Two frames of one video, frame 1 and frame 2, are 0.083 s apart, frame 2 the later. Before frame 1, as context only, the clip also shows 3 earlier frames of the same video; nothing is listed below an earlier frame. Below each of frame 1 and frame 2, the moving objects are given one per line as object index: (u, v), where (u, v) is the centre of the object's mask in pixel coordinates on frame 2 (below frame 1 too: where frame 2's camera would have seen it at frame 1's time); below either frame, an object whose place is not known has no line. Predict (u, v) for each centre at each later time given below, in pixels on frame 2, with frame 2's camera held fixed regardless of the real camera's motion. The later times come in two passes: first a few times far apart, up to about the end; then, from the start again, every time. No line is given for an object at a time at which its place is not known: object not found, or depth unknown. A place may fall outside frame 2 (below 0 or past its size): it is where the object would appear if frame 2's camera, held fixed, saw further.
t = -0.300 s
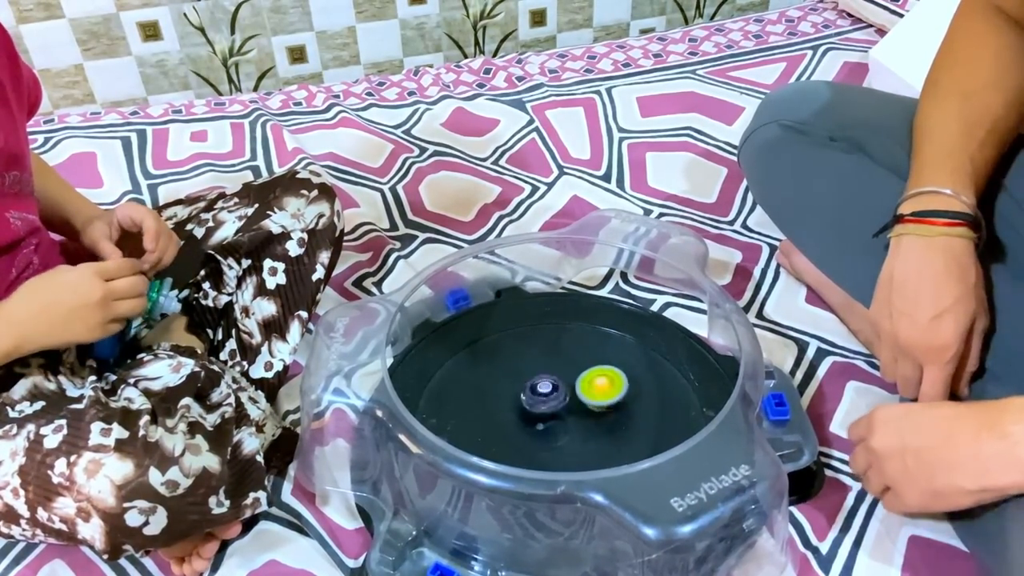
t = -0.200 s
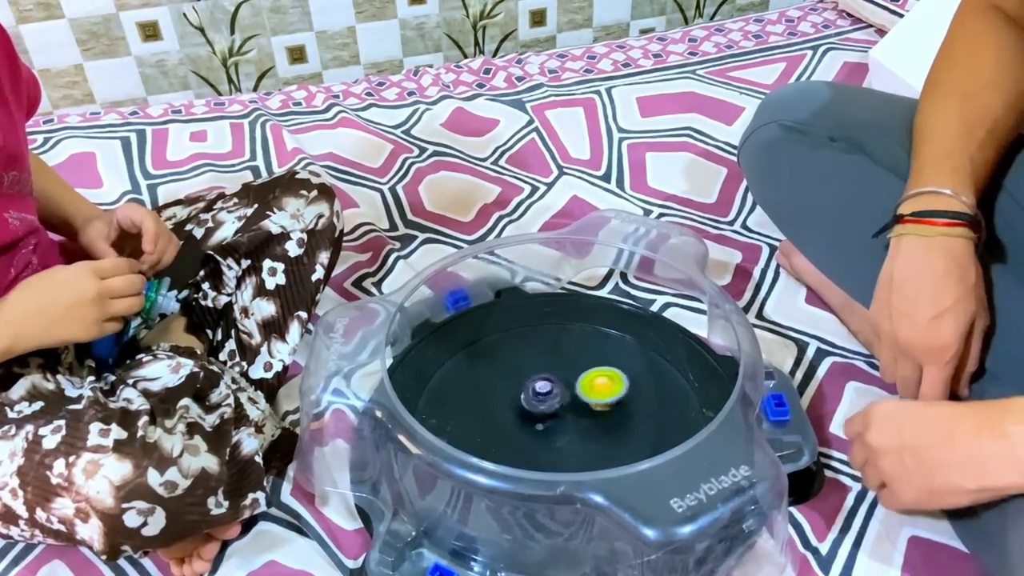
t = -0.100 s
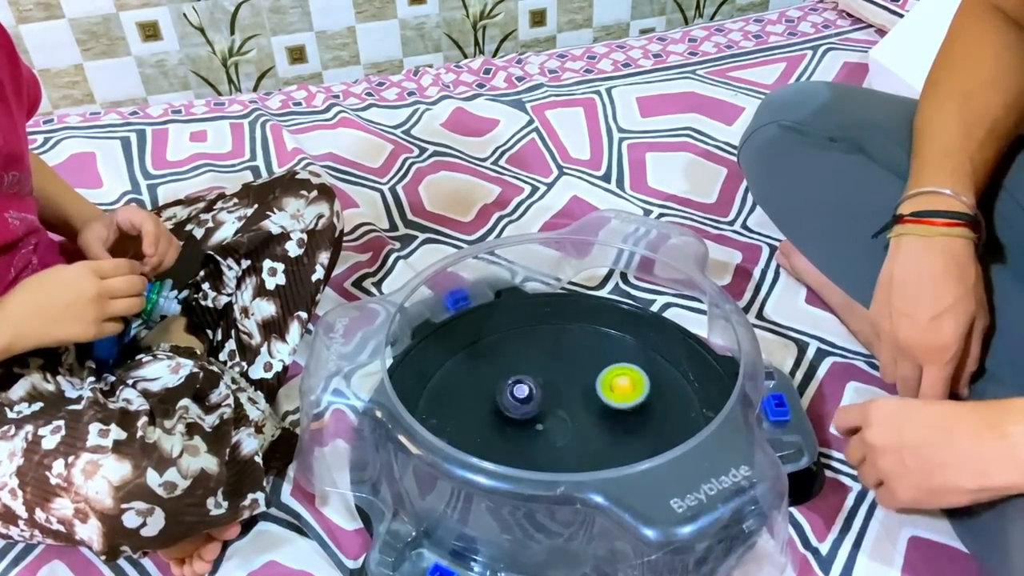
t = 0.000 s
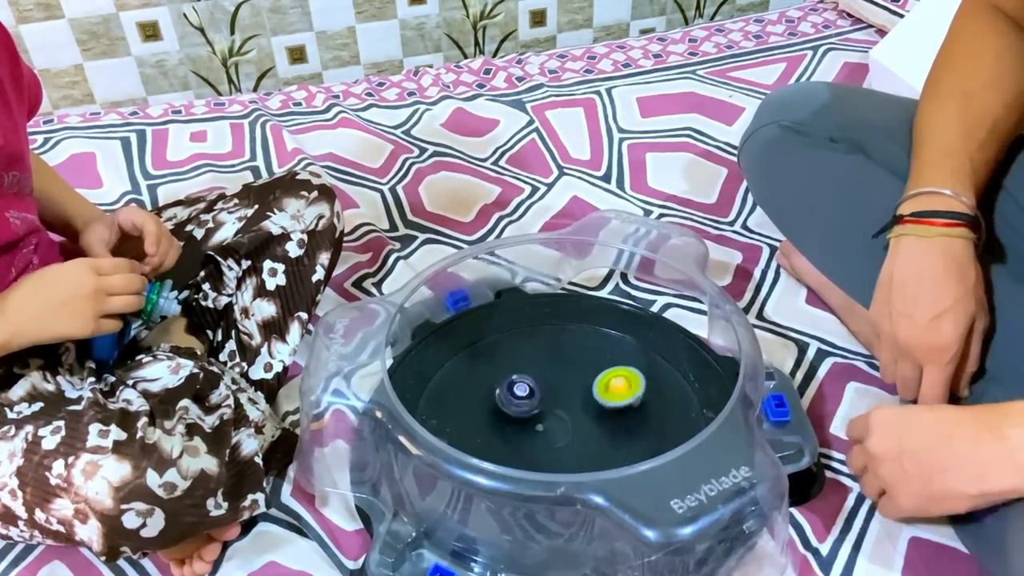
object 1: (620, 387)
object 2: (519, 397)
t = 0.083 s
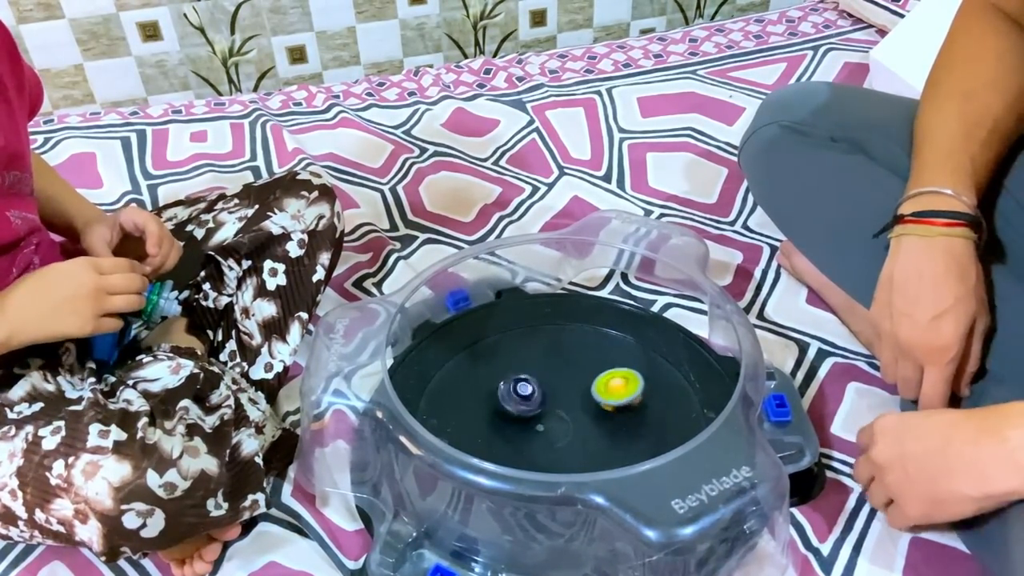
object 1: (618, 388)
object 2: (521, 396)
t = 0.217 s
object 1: (613, 389)
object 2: (524, 395)
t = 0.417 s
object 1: (604, 386)
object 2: (535, 397)
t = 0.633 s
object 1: (607, 382)
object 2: (542, 393)
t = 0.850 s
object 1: (638, 392)
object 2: (506, 386)
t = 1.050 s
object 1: (624, 391)
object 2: (508, 384)
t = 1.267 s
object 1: (600, 397)
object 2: (519, 384)
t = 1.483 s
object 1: (591, 402)
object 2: (539, 383)
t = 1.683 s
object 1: (576, 413)
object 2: (548, 378)
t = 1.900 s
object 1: (569, 413)
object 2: (552, 375)
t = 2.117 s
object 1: (579, 421)
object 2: (552, 376)
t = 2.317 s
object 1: (577, 423)
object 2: (561, 385)
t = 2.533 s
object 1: (580, 424)
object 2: (565, 388)
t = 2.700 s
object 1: (581, 424)
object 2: (570, 389)
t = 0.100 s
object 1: (617, 389)
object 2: (521, 396)
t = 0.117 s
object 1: (616, 388)
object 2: (522, 395)
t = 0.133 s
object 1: (617, 388)
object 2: (522, 395)
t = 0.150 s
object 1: (616, 388)
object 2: (522, 395)
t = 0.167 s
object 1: (615, 389)
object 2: (522, 395)
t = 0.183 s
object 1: (613, 388)
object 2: (522, 395)
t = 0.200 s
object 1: (614, 388)
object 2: (522, 396)
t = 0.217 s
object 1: (613, 389)
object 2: (524, 395)
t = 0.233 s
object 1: (612, 389)
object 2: (524, 396)
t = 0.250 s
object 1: (611, 388)
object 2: (525, 395)
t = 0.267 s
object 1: (611, 389)
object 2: (525, 396)
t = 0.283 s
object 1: (610, 388)
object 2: (526, 396)
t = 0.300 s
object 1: (609, 388)
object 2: (527, 396)
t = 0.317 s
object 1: (608, 388)
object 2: (528, 396)
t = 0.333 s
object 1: (607, 388)
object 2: (528, 396)
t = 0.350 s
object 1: (607, 388)
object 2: (530, 396)
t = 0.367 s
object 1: (606, 387)
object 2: (531, 397)
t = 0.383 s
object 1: (605, 387)
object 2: (532, 397)
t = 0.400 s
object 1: (605, 387)
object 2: (533, 397)
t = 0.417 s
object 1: (604, 386)
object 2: (535, 397)
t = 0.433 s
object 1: (603, 386)
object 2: (537, 397)
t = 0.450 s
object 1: (603, 385)
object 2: (538, 397)
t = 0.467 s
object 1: (602, 385)
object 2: (539, 397)
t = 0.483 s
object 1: (601, 385)
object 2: (541, 397)
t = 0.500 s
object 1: (600, 384)
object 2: (542, 396)
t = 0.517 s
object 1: (600, 384)
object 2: (544, 396)
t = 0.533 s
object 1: (599, 384)
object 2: (544, 397)
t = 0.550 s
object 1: (599, 383)
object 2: (546, 396)
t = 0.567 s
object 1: (598, 382)
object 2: (548, 396)
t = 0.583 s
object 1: (597, 383)
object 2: (549, 395)
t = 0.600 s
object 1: (597, 382)
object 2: (550, 395)
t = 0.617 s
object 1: (599, 382)
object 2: (549, 394)
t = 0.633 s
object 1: (607, 382)
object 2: (542, 393)
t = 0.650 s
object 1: (613, 381)
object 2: (536, 391)
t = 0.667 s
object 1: (619, 382)
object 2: (529, 392)
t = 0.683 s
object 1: (626, 384)
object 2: (523, 389)
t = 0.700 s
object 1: (631, 384)
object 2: (519, 388)
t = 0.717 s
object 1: (635, 385)
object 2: (515, 388)
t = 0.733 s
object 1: (639, 386)
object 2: (513, 387)
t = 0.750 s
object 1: (642, 388)
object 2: (511, 388)
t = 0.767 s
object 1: (643, 389)
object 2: (509, 388)
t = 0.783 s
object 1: (643, 390)
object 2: (508, 388)
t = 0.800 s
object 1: (643, 391)
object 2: (506, 388)
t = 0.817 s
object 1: (642, 392)
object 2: (507, 387)
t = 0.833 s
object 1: (640, 392)
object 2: (508, 386)
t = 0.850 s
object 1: (638, 392)
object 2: (506, 386)
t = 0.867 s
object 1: (637, 391)
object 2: (506, 386)
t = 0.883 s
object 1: (635, 391)
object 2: (505, 385)
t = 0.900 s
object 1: (635, 391)
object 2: (506, 385)
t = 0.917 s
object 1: (634, 390)
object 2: (506, 385)
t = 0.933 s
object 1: (633, 390)
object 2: (506, 385)
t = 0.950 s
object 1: (631, 389)
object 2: (506, 385)
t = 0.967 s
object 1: (630, 391)
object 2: (506, 384)
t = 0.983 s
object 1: (629, 390)
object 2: (507, 384)
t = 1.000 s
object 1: (627, 391)
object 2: (507, 384)
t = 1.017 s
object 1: (627, 390)
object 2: (507, 384)
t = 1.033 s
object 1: (625, 391)
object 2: (506, 384)
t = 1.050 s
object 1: (624, 391)
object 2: (508, 384)
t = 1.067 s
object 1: (622, 393)
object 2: (508, 384)
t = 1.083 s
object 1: (621, 393)
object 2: (508, 384)
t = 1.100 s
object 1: (619, 394)
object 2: (508, 384)
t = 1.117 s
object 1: (618, 394)
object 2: (509, 384)
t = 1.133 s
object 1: (617, 394)
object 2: (510, 384)
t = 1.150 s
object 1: (614, 393)
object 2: (511, 384)
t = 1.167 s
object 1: (612, 394)
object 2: (511, 384)
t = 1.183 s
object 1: (610, 395)
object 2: (512, 384)
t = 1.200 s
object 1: (608, 396)
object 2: (513, 384)
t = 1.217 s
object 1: (605, 397)
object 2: (515, 384)
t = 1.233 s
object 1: (604, 397)
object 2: (517, 384)
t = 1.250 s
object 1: (602, 398)
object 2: (517, 384)
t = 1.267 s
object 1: (600, 397)
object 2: (519, 384)
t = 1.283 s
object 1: (598, 398)
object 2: (520, 384)
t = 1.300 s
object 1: (597, 396)
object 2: (521, 385)
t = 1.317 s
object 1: (595, 398)
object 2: (523, 384)
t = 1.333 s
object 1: (593, 398)
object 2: (525, 384)
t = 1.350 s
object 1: (590, 398)
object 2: (527, 384)
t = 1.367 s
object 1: (588, 399)
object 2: (529, 384)
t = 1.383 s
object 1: (586, 398)
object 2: (532, 384)
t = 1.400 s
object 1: (584, 399)
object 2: (533, 384)
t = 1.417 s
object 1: (586, 400)
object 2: (533, 383)
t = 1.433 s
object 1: (588, 399)
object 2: (535, 383)
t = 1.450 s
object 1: (588, 400)
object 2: (536, 383)
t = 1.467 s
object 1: (590, 401)
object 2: (537, 383)
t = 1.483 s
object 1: (591, 402)
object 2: (539, 383)
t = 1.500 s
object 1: (591, 404)
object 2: (540, 382)
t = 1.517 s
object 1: (591, 405)
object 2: (541, 382)
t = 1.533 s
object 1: (590, 407)
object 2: (542, 381)
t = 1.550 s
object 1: (589, 409)
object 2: (543, 381)
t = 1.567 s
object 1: (587, 410)
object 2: (544, 380)
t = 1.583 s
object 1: (585, 411)
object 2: (545, 381)
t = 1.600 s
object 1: (582, 412)
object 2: (545, 380)
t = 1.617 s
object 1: (580, 412)
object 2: (547, 379)
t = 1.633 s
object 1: (579, 412)
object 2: (547, 379)
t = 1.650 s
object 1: (578, 412)
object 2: (547, 378)
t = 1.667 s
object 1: (577, 413)
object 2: (548, 378)
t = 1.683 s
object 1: (576, 413)
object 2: (548, 378)
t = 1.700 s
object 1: (575, 414)
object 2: (549, 378)
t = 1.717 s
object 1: (574, 413)
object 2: (550, 378)
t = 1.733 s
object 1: (573, 412)
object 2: (550, 378)
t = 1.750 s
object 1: (572, 412)
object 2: (551, 377)
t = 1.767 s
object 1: (571, 413)
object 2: (551, 377)
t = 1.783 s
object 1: (570, 412)
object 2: (551, 377)
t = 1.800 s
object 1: (570, 413)
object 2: (552, 377)
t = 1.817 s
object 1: (570, 415)
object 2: (552, 377)
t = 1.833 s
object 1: (569, 415)
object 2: (552, 377)
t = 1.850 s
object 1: (569, 413)
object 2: (552, 377)
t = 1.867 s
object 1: (569, 413)
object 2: (553, 376)
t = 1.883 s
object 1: (568, 412)
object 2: (553, 376)
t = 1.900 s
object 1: (569, 413)
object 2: (552, 375)
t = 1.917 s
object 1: (571, 415)
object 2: (551, 375)
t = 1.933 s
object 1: (573, 416)
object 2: (552, 374)
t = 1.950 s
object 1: (574, 418)
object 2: (550, 375)
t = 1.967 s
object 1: (574, 417)
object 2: (549, 374)
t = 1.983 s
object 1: (576, 417)
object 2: (552, 375)
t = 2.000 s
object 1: (577, 418)
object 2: (552, 375)
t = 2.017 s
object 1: (578, 419)
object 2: (552, 375)
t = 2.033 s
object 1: (580, 419)
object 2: (553, 374)
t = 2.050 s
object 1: (581, 420)
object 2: (552, 375)
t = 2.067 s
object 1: (581, 420)
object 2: (551, 375)
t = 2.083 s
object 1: (581, 420)
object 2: (552, 375)
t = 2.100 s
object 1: (580, 421)
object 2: (553, 376)
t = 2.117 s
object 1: (579, 421)
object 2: (552, 376)
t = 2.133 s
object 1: (578, 423)
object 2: (552, 377)
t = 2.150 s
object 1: (578, 424)
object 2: (553, 377)
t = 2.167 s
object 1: (577, 425)
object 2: (554, 377)
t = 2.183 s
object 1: (576, 425)
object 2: (553, 378)
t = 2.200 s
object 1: (575, 425)
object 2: (554, 378)
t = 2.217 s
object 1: (575, 425)
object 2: (554, 378)
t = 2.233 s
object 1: (574, 425)
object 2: (555, 379)
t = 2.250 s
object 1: (574, 424)
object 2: (555, 379)
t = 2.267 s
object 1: (574, 423)
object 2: (556, 381)
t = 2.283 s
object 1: (575, 423)
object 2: (558, 382)
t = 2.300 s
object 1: (576, 423)
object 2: (559, 384)
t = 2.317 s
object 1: (577, 423)
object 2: (561, 385)
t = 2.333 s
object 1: (577, 423)
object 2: (561, 387)
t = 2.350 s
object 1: (577, 423)
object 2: (561, 388)
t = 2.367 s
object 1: (577, 422)
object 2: (562, 389)
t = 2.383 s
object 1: (578, 422)
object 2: (563, 390)
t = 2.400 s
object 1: (578, 421)
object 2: (564, 390)
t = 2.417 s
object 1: (578, 421)
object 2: (565, 390)
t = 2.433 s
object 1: (578, 421)
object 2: (565, 390)
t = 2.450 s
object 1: (579, 422)
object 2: (566, 390)
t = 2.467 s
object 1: (579, 423)
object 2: (566, 389)
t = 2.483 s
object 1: (580, 424)
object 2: (565, 388)
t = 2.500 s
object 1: (580, 424)
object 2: (566, 387)
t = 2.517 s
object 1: (580, 424)
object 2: (566, 387)
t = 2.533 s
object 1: (580, 424)
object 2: (565, 388)
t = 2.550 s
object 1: (581, 424)
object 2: (566, 388)
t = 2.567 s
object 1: (581, 424)
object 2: (566, 388)
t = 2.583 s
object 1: (580, 424)
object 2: (568, 388)
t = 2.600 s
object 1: (580, 424)
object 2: (568, 388)
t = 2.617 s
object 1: (580, 424)
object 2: (568, 388)
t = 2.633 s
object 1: (580, 424)
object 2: (569, 388)
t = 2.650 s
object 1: (581, 424)
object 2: (569, 388)
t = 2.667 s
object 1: (581, 424)
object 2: (569, 388)
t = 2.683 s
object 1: (581, 424)
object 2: (569, 388)
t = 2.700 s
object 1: (581, 424)
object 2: (570, 389)
